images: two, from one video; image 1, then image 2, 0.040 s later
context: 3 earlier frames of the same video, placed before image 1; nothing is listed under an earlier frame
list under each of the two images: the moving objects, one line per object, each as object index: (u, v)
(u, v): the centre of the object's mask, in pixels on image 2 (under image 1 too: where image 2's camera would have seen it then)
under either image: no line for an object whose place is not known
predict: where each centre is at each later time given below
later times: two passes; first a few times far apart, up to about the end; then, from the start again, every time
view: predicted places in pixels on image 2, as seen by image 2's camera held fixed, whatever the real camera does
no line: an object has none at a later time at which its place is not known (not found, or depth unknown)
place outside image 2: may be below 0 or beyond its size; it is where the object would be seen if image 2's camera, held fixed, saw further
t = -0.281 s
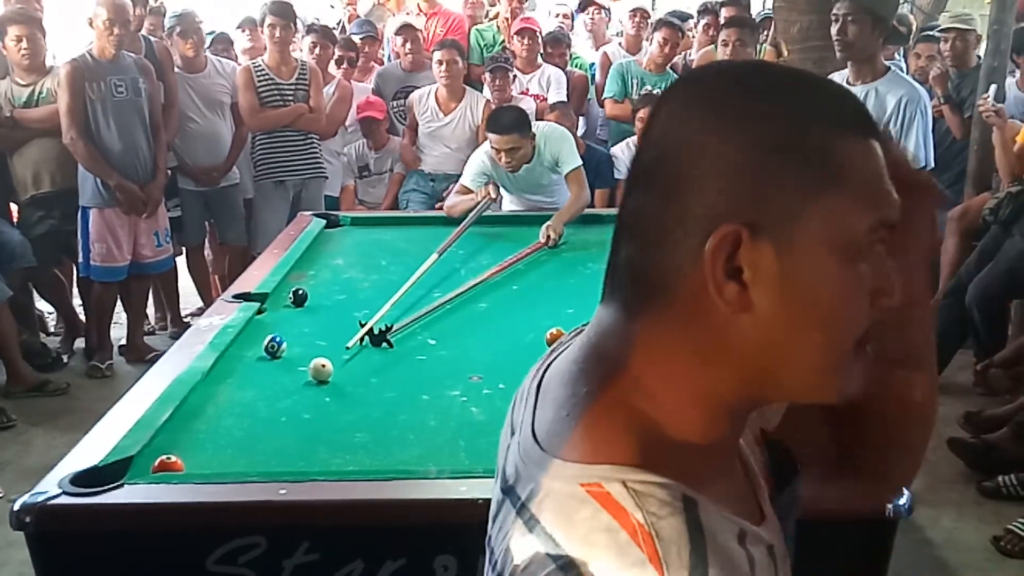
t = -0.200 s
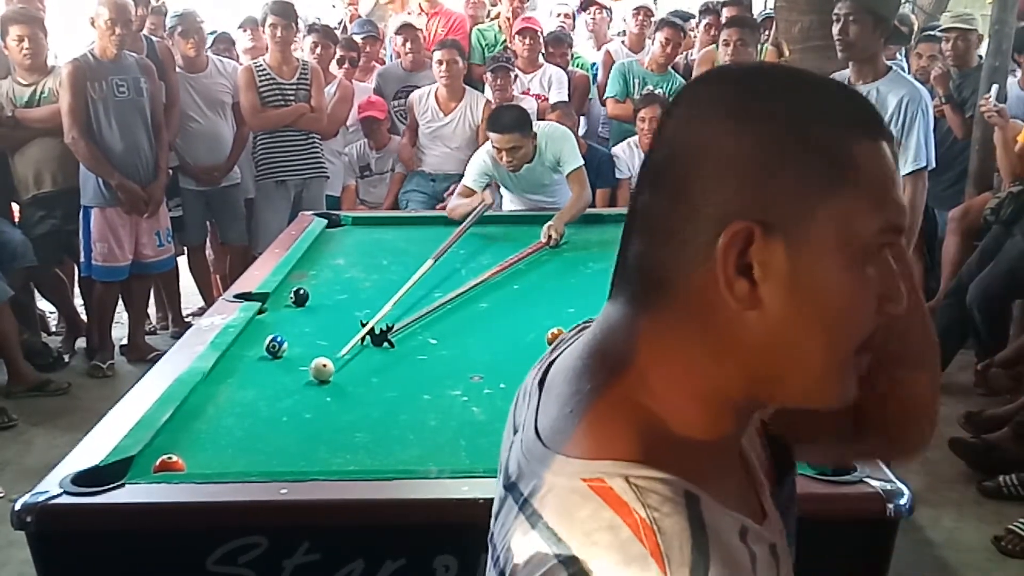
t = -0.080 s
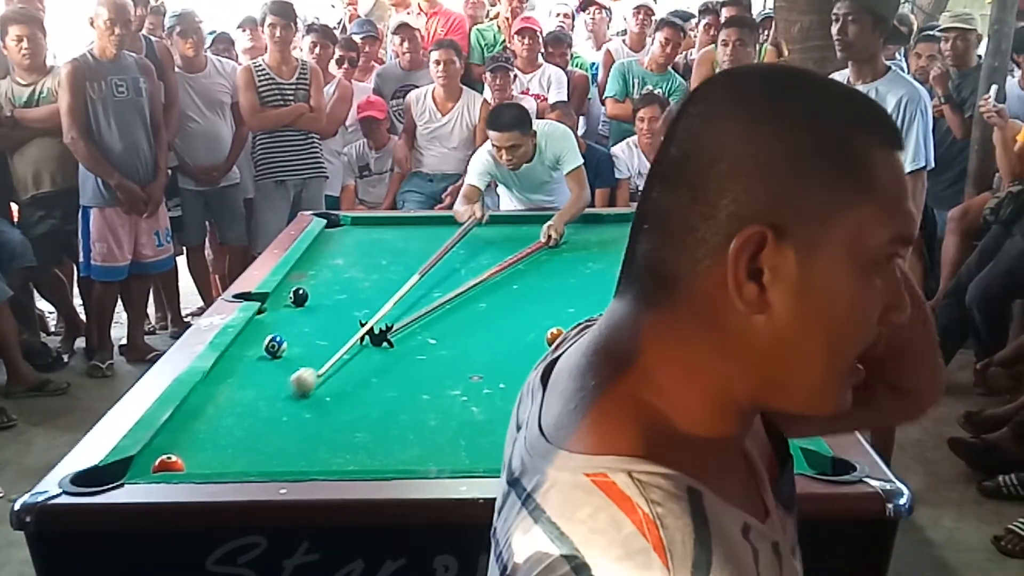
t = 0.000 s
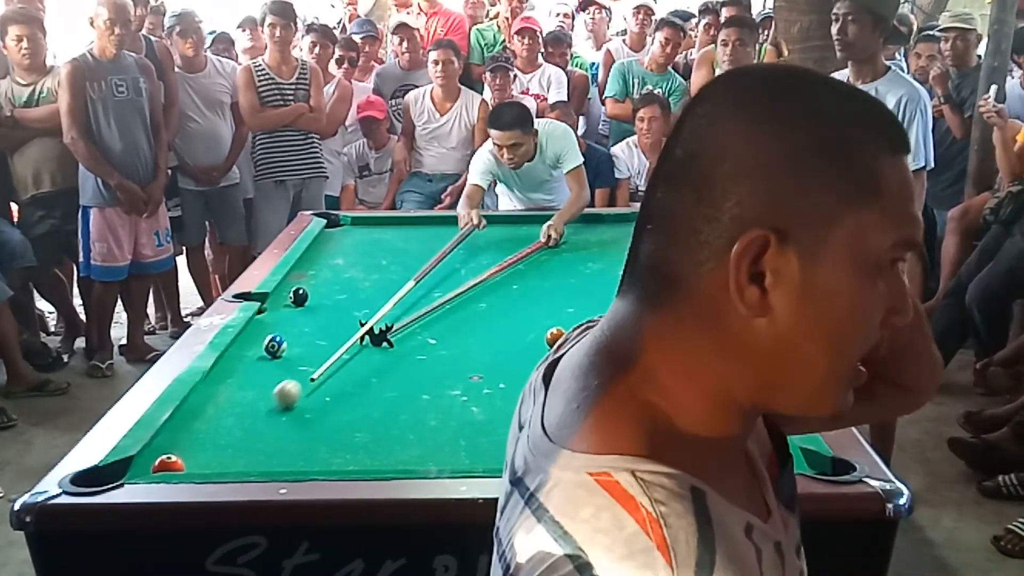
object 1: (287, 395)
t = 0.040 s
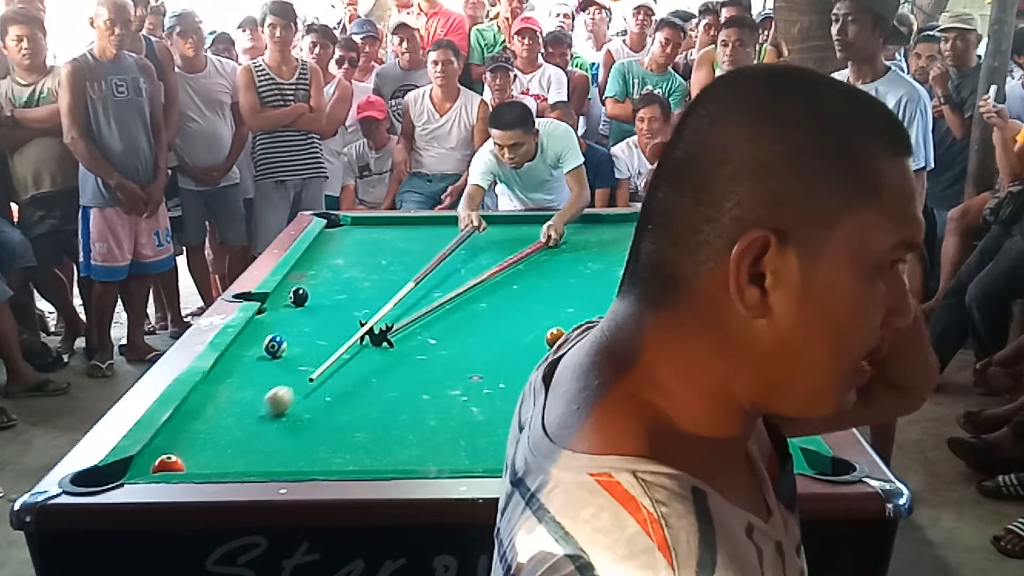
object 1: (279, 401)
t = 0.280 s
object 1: (225, 443)
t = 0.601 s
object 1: (237, 459)
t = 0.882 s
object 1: (301, 443)
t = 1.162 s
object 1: (355, 427)
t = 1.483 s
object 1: (410, 409)
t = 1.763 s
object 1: (452, 397)
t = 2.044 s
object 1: (490, 386)
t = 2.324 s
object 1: (523, 376)
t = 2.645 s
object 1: (554, 363)
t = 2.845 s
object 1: (572, 355)
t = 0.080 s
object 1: (271, 407)
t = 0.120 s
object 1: (262, 414)
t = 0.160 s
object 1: (253, 420)
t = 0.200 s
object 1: (244, 428)
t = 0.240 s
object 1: (235, 435)
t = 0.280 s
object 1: (225, 443)
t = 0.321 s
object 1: (215, 450)
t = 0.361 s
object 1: (205, 456)
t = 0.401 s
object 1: (199, 460)
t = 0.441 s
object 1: (203, 462)
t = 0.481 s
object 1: (207, 464)
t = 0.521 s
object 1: (217, 462)
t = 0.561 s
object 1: (227, 460)
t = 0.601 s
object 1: (237, 459)
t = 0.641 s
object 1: (246, 457)
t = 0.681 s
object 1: (256, 455)
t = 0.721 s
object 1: (266, 453)
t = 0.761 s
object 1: (274, 452)
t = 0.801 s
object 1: (283, 449)
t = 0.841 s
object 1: (292, 446)
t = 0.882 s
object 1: (301, 443)
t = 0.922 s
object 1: (309, 442)
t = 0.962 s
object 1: (317, 438)
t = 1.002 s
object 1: (325, 436)
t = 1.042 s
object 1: (333, 434)
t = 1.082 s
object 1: (340, 431)
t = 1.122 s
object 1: (349, 428)
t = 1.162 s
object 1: (355, 427)
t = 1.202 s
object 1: (362, 424)
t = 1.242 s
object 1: (370, 422)
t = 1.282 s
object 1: (377, 420)
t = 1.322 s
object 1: (384, 418)
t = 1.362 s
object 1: (390, 416)
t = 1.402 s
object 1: (397, 414)
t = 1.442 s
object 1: (404, 411)
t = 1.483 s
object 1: (410, 409)
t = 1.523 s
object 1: (417, 408)
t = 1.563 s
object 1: (423, 406)
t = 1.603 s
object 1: (429, 404)
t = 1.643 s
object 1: (434, 403)
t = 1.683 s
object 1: (441, 400)
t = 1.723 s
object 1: (446, 399)
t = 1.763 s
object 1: (452, 397)
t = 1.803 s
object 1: (458, 396)
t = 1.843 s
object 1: (463, 394)
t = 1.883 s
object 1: (469, 392)
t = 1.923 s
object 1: (475, 391)
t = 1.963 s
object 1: (480, 390)
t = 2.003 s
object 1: (484, 387)
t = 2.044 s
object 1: (490, 386)
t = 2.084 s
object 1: (495, 385)
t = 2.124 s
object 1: (500, 383)
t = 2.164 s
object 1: (505, 382)
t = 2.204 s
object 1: (509, 380)
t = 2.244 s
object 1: (514, 379)
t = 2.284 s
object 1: (519, 378)
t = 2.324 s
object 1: (523, 376)
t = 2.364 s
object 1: (528, 374)
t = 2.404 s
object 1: (532, 373)
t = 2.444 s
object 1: (536, 372)
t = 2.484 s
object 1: (541, 371)
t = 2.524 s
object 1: (545, 369)
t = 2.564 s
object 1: (548, 368)
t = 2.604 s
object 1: (551, 366)
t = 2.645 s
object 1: (554, 363)
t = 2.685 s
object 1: (558, 362)
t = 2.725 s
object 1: (562, 360)
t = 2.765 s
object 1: (566, 360)
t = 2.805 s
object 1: (569, 357)
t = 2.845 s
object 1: (572, 355)
